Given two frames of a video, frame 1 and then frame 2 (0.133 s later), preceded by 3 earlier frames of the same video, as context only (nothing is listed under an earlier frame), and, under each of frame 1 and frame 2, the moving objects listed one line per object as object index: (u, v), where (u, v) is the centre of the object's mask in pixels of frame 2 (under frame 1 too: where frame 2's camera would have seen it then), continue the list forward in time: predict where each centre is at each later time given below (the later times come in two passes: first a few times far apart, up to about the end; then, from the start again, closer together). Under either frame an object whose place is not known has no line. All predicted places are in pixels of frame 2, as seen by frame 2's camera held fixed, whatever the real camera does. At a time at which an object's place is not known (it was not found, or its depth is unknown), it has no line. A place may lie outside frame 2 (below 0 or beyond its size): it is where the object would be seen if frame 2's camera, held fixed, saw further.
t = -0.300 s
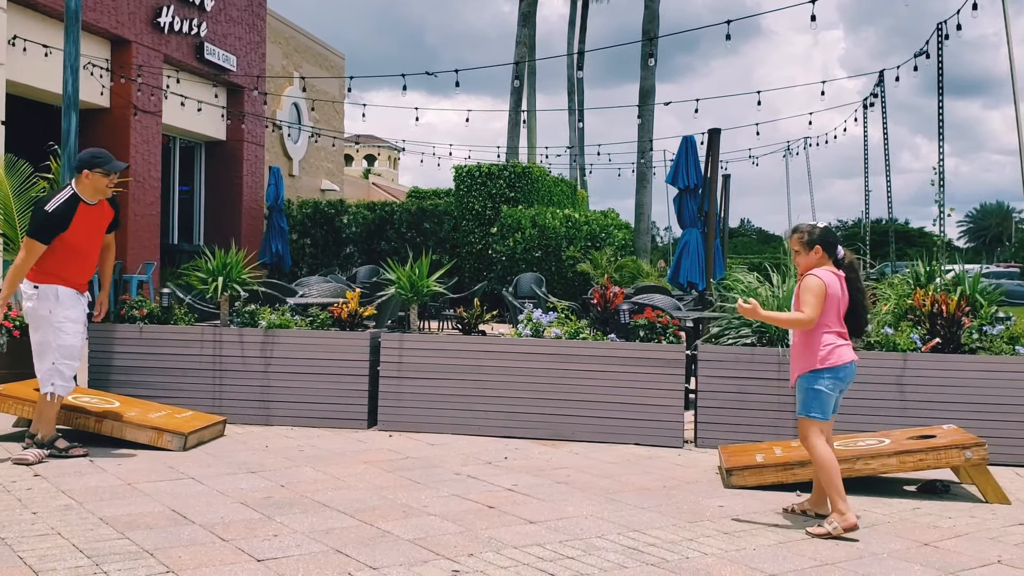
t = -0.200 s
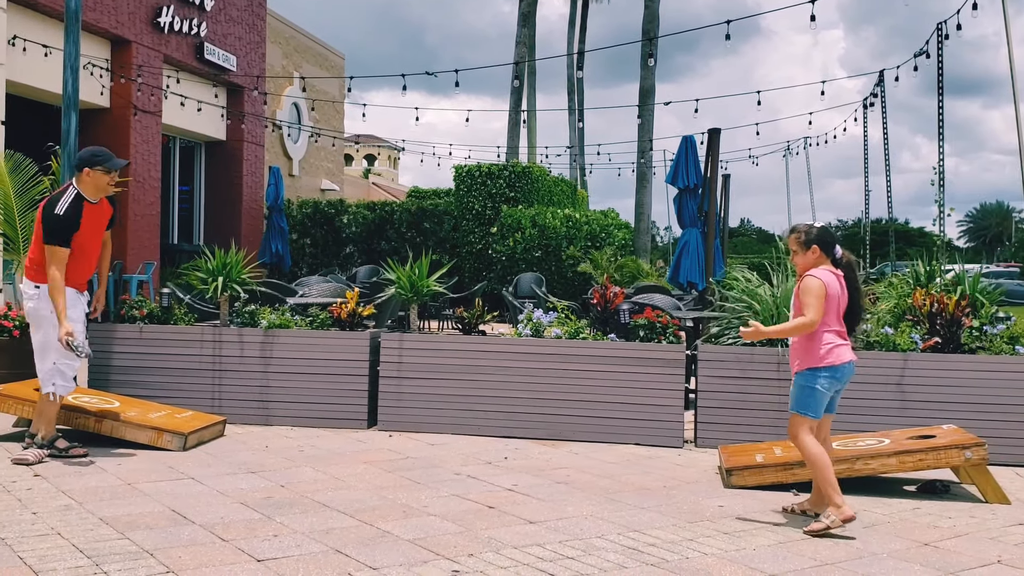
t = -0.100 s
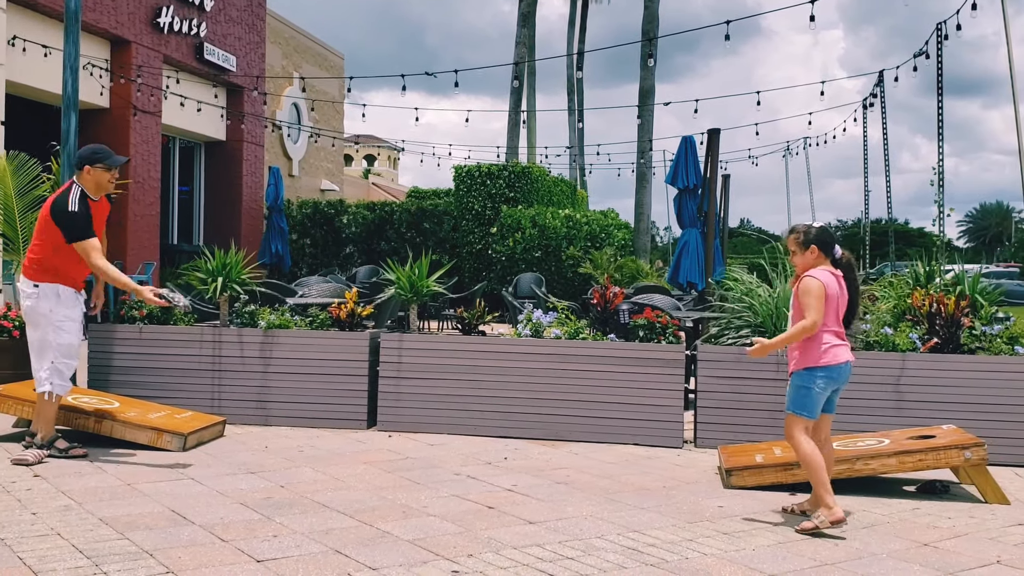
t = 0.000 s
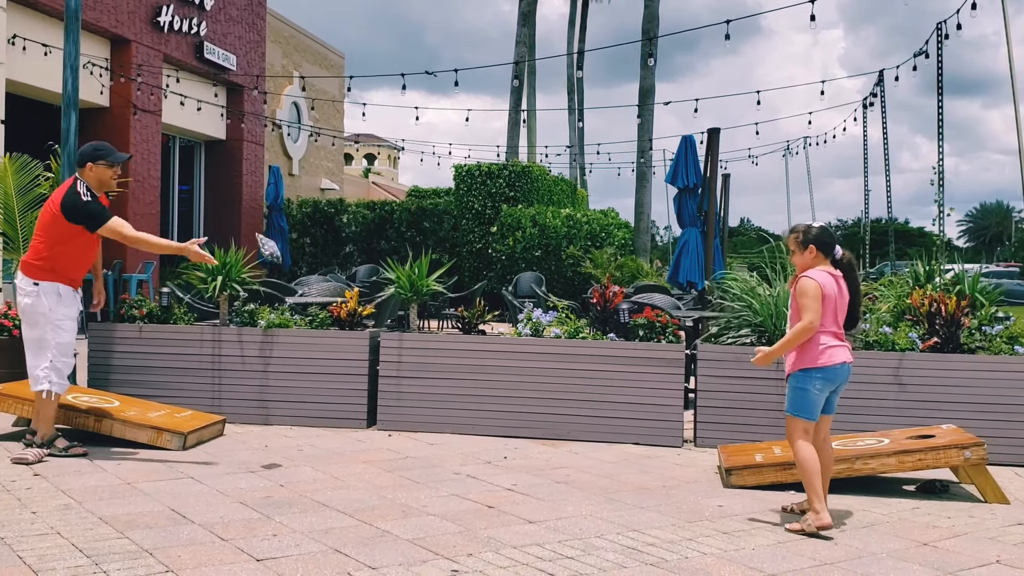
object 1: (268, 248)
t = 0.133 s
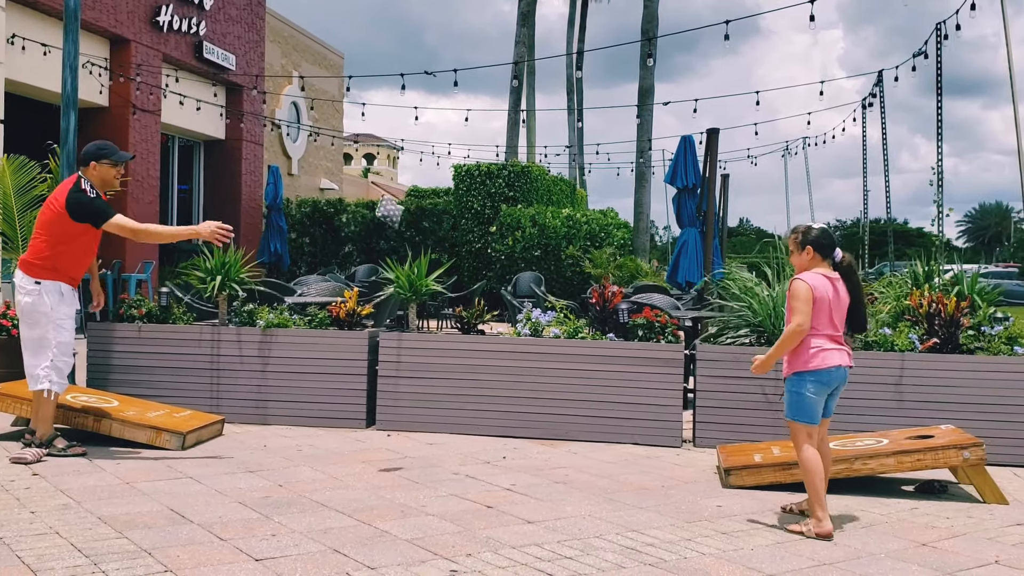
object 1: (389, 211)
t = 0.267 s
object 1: (508, 207)
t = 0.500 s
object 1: (716, 285)
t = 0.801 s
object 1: (919, 431)
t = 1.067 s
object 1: (941, 436)
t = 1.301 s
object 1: (940, 436)
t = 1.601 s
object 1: (940, 436)
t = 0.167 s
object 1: (419, 206)
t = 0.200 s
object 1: (449, 205)
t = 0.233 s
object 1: (479, 205)
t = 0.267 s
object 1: (508, 207)
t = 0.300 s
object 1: (538, 212)
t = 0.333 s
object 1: (568, 218)
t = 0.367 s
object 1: (597, 228)
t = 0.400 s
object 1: (627, 239)
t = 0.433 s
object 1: (655, 253)
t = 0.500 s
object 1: (716, 285)
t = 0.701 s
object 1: (897, 442)
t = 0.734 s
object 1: (905, 437)
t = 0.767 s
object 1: (912, 432)
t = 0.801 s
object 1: (919, 431)
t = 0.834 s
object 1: (925, 431)
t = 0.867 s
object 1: (930, 432)
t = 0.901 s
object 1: (935, 434)
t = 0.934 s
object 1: (940, 436)
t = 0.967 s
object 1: (940, 435)
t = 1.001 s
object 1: (941, 436)
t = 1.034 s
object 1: (940, 436)
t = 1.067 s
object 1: (941, 436)
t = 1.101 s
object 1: (940, 436)
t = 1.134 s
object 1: (940, 436)
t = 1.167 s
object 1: (940, 436)
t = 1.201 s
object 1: (940, 436)
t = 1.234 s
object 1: (940, 436)
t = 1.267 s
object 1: (940, 436)
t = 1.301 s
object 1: (940, 436)
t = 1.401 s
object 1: (940, 436)
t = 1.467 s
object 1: (940, 436)
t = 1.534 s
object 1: (940, 436)
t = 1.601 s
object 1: (940, 436)
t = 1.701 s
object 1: (941, 436)
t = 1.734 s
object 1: (941, 436)
